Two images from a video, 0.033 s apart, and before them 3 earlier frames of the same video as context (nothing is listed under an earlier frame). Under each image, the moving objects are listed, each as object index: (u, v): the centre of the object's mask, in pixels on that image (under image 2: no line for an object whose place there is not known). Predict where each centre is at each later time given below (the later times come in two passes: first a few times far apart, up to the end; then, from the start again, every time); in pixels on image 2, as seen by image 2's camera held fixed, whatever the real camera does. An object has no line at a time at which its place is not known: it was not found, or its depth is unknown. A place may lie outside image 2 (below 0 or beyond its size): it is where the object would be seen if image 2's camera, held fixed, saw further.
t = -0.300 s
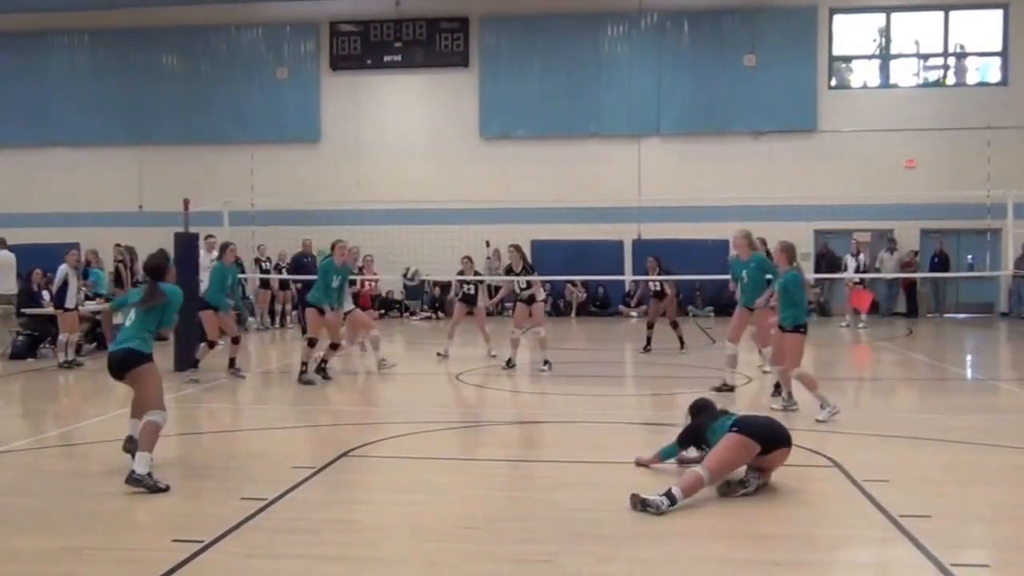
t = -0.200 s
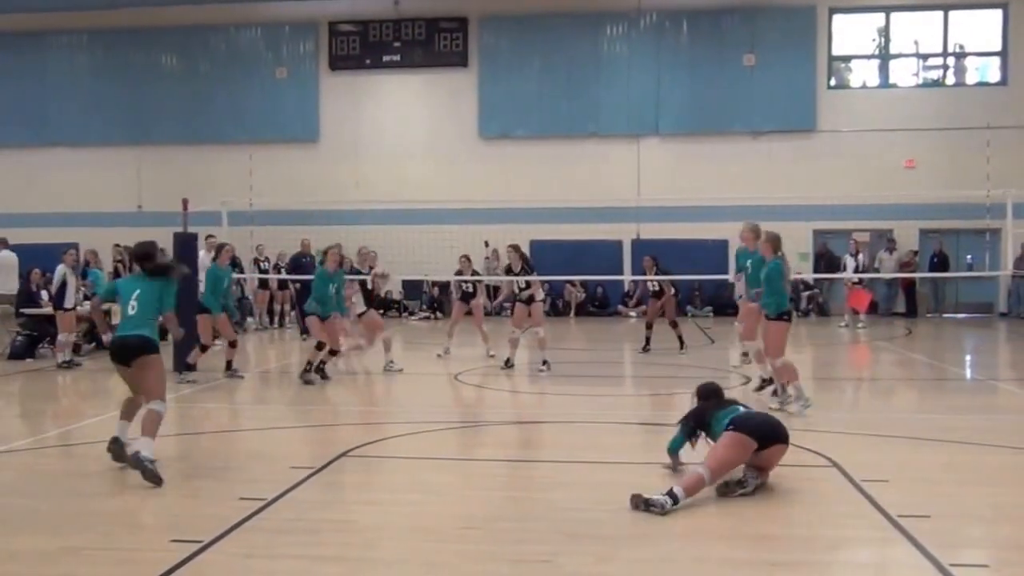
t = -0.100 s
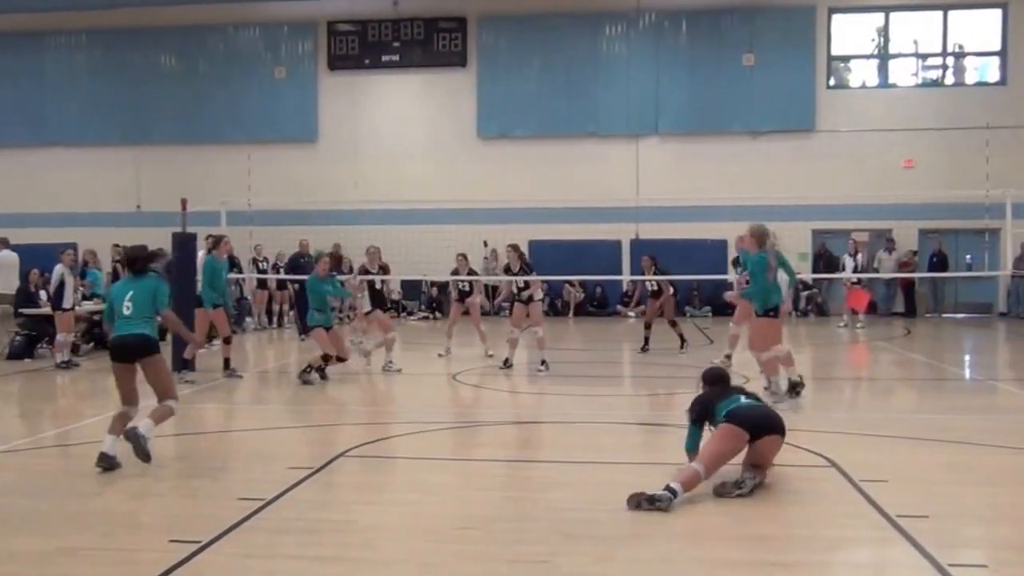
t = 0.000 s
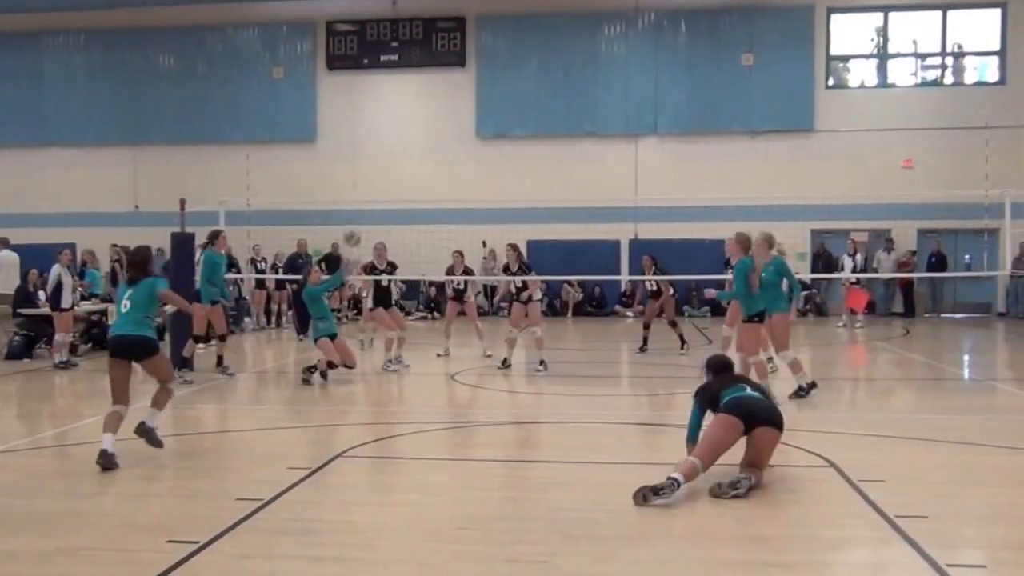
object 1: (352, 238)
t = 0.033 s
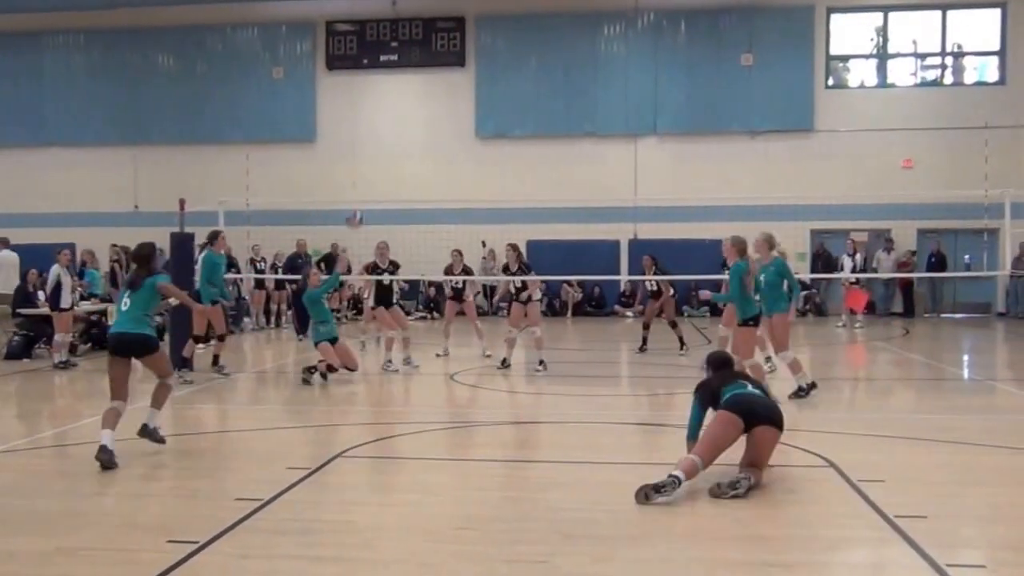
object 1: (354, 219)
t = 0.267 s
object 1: (371, 119)
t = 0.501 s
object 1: (387, 62)
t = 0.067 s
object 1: (356, 204)
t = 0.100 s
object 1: (358, 187)
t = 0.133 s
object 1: (361, 171)
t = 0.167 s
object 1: (363, 156)
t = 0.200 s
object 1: (366, 143)
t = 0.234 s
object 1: (368, 130)
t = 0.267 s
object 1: (371, 119)
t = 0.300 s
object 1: (373, 108)
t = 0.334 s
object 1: (375, 99)
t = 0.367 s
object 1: (377, 90)
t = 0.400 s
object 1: (380, 83)
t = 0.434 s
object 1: (382, 74)
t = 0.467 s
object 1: (385, 67)
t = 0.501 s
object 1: (387, 62)
